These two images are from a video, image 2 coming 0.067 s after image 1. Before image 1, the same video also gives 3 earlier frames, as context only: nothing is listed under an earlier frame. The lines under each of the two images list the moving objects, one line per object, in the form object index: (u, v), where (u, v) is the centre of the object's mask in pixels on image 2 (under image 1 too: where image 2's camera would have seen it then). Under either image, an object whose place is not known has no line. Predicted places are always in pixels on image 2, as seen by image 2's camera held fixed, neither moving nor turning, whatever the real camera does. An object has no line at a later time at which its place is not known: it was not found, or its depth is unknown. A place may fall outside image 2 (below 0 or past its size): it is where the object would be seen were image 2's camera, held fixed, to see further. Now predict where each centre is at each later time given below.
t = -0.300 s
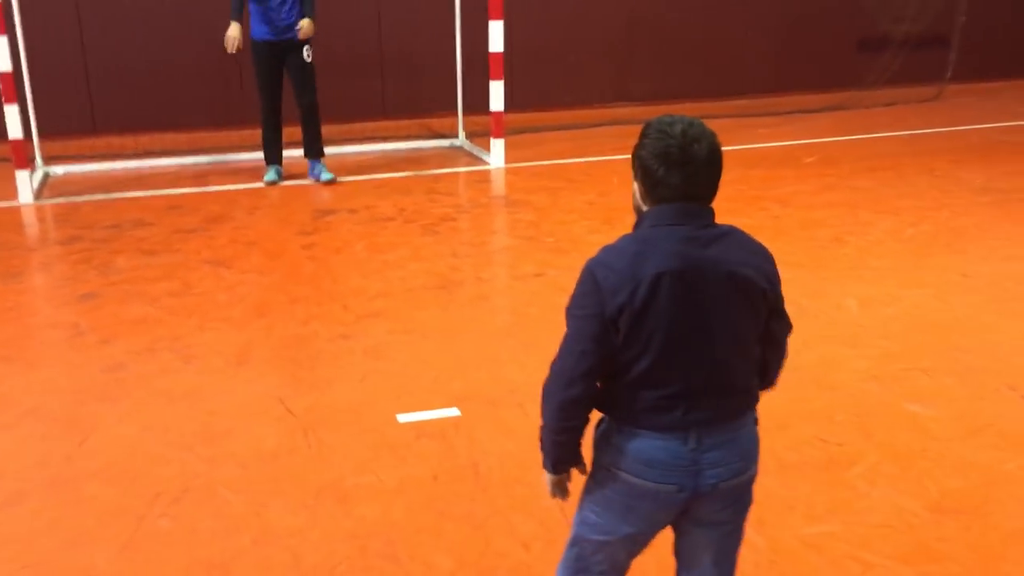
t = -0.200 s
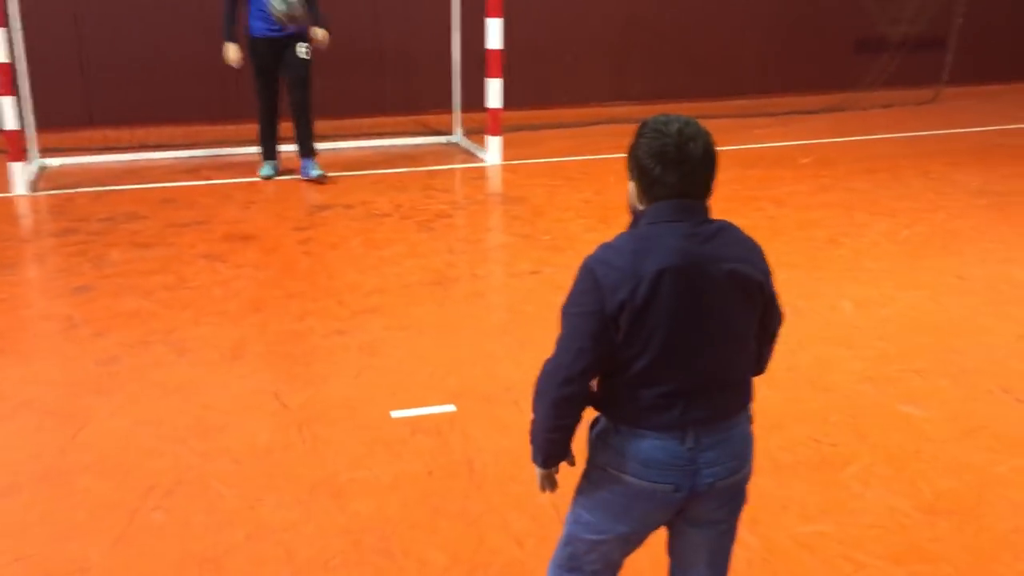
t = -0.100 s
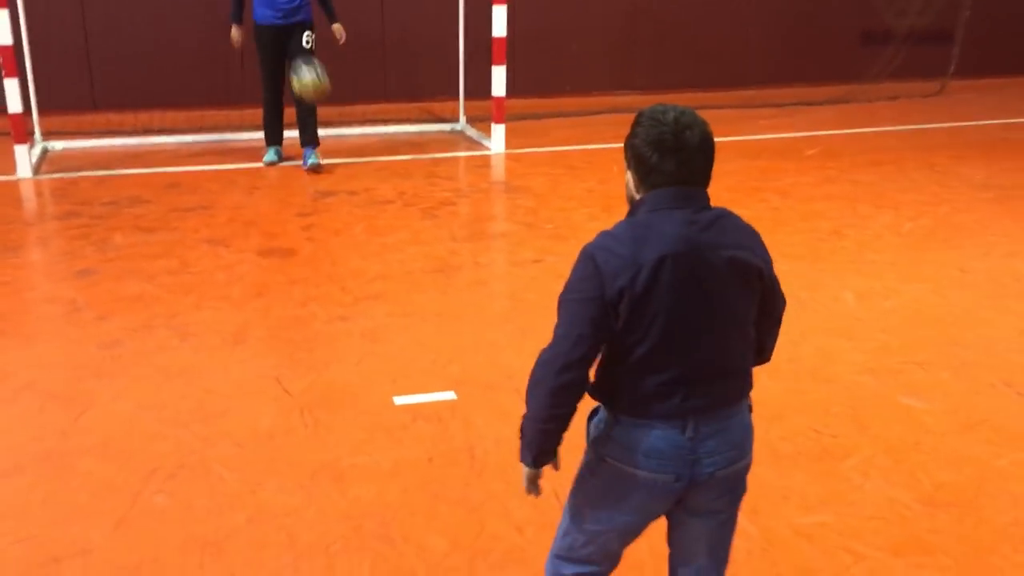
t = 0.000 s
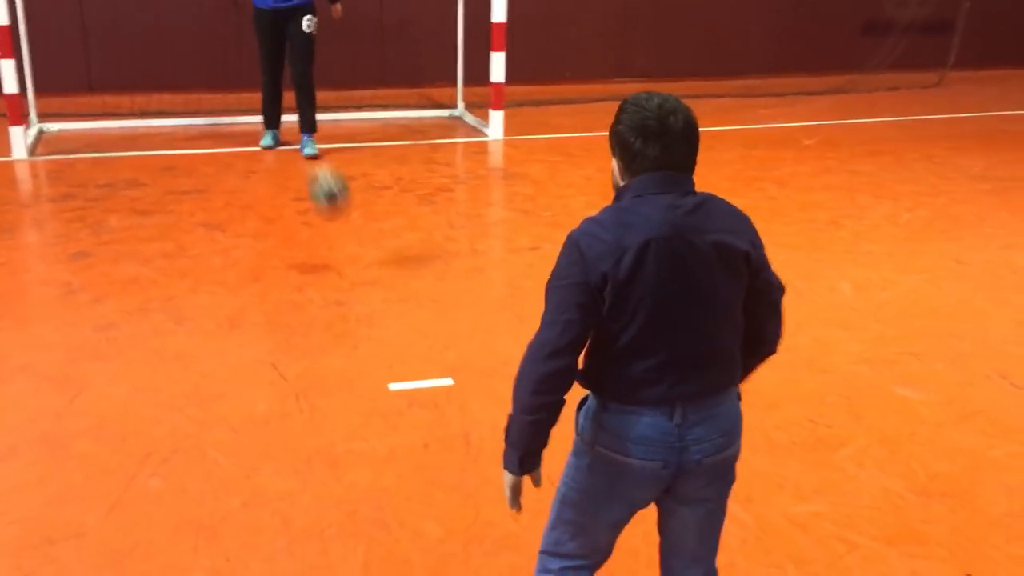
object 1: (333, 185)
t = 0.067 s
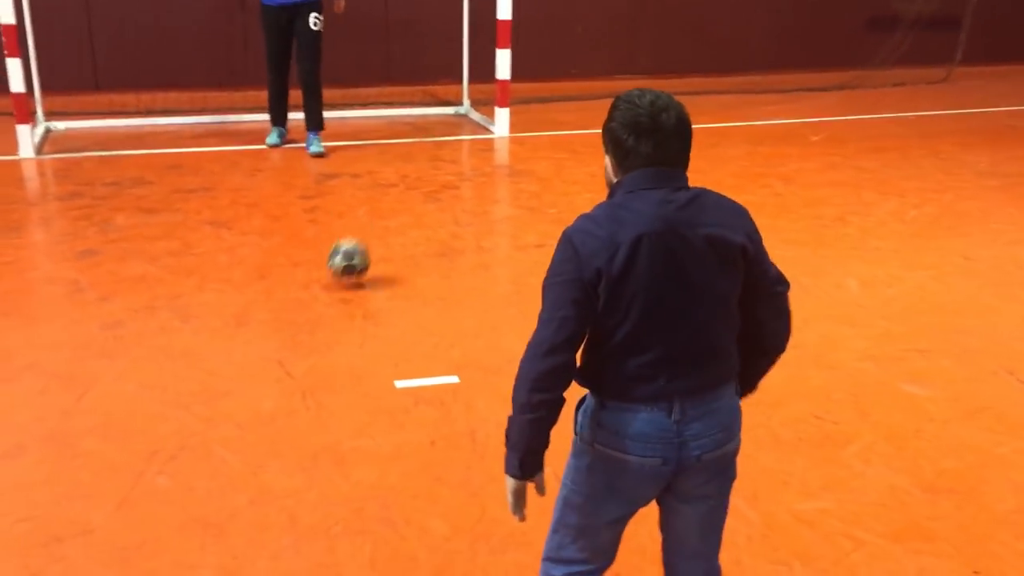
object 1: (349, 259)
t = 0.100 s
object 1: (350, 232)
